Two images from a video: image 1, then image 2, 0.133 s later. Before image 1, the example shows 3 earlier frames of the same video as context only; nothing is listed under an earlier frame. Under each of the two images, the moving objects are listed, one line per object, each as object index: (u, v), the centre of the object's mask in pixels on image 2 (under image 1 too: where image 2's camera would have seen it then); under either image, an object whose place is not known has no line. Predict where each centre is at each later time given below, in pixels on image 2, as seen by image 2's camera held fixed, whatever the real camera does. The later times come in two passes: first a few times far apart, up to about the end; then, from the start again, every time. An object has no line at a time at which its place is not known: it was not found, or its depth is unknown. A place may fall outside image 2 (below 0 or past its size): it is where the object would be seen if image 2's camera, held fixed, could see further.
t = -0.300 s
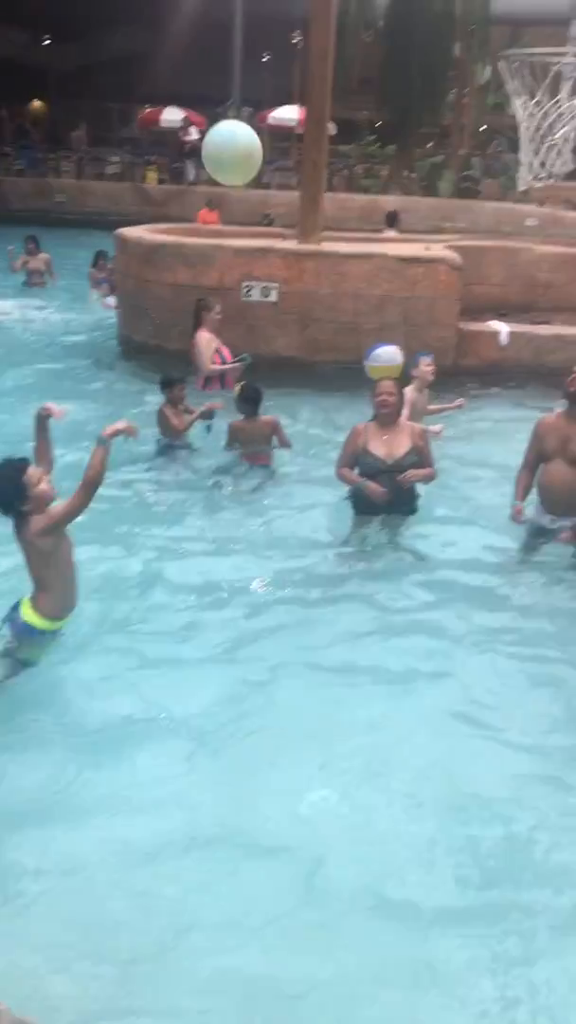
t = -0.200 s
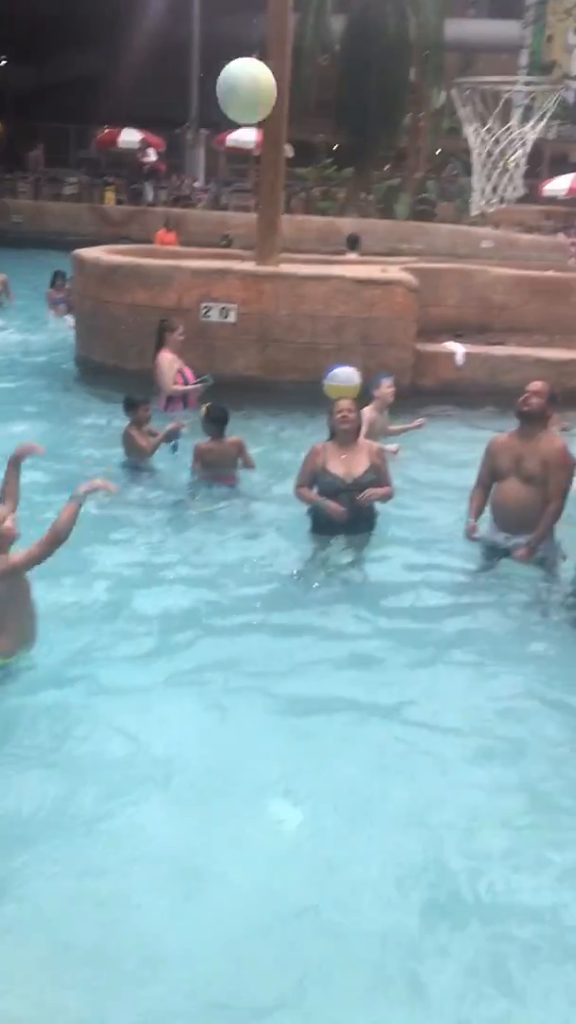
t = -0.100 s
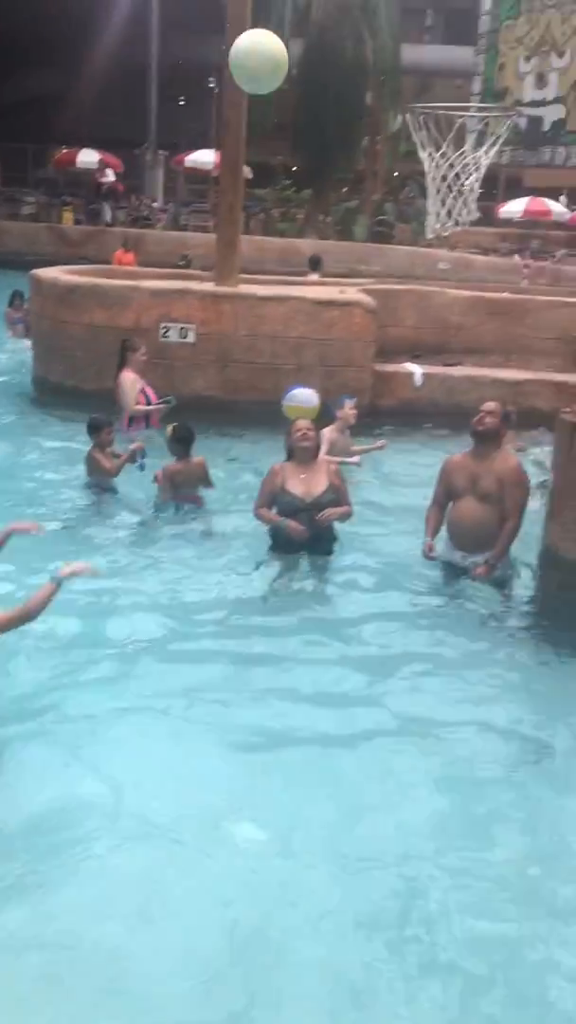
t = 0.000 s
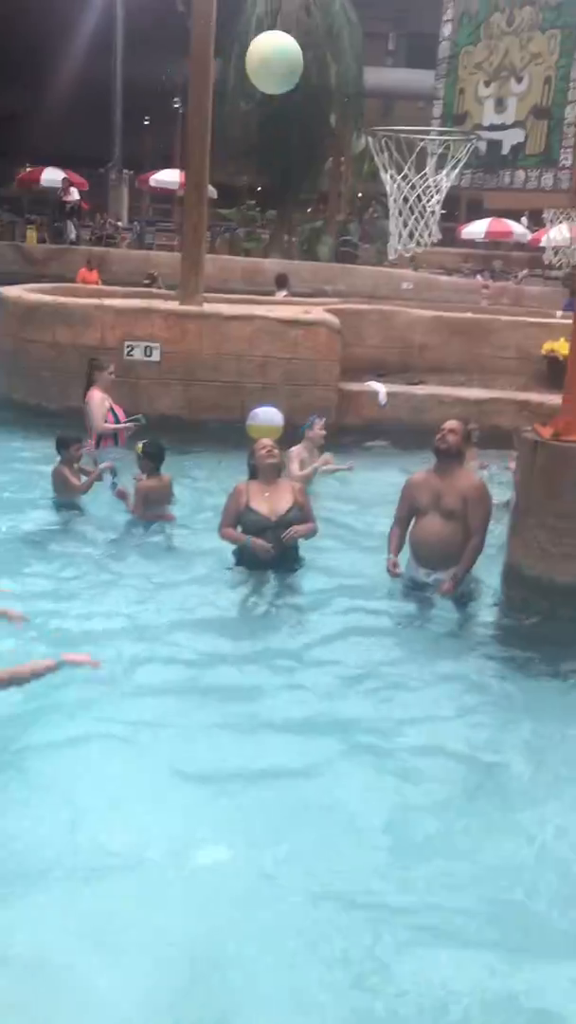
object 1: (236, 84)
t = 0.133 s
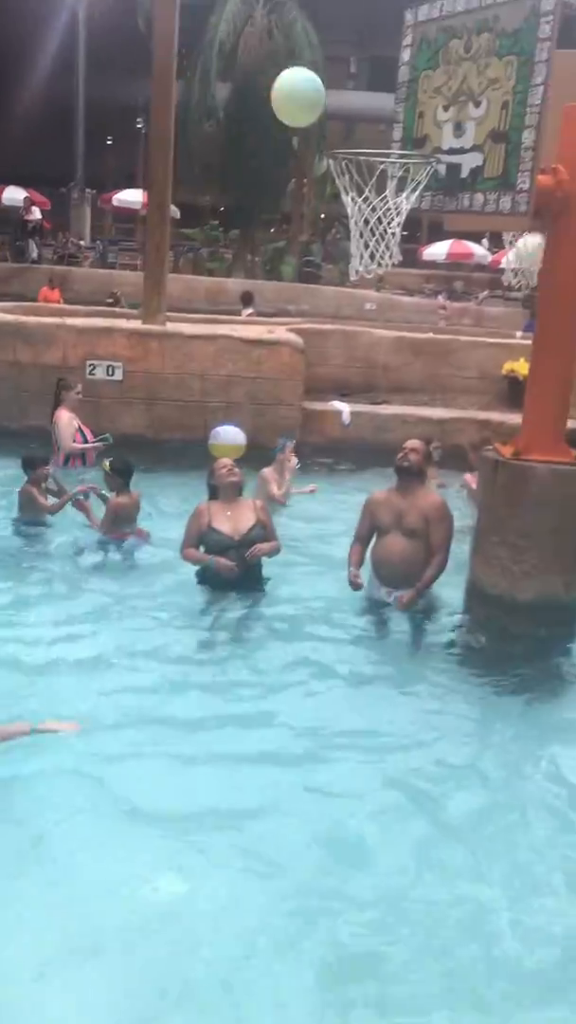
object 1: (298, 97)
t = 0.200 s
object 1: (325, 119)
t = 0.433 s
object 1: (350, 107)
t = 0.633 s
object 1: (358, 182)
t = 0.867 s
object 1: (372, 297)
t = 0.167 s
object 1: (312, 106)
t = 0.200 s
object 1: (325, 119)
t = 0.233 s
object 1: (334, 123)
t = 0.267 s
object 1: (337, 114)
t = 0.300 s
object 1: (340, 107)
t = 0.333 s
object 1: (343, 103)
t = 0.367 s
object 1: (346, 102)
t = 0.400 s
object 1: (348, 103)
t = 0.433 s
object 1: (350, 107)
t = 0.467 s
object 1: (352, 114)
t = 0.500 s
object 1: (354, 122)
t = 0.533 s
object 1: (355, 130)
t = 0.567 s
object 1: (356, 149)
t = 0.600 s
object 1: (356, 165)
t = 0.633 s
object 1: (358, 182)
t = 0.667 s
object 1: (362, 199)
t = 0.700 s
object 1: (365, 215)
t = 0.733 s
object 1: (367, 231)
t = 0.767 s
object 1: (369, 246)
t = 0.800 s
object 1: (370, 260)
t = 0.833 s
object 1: (372, 278)
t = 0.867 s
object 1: (372, 297)
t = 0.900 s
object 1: (373, 320)
